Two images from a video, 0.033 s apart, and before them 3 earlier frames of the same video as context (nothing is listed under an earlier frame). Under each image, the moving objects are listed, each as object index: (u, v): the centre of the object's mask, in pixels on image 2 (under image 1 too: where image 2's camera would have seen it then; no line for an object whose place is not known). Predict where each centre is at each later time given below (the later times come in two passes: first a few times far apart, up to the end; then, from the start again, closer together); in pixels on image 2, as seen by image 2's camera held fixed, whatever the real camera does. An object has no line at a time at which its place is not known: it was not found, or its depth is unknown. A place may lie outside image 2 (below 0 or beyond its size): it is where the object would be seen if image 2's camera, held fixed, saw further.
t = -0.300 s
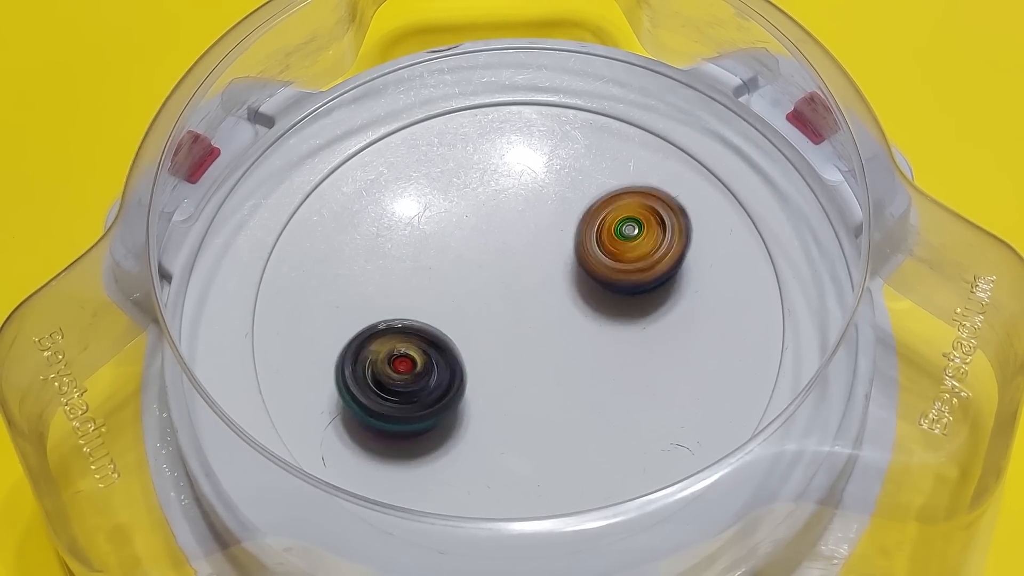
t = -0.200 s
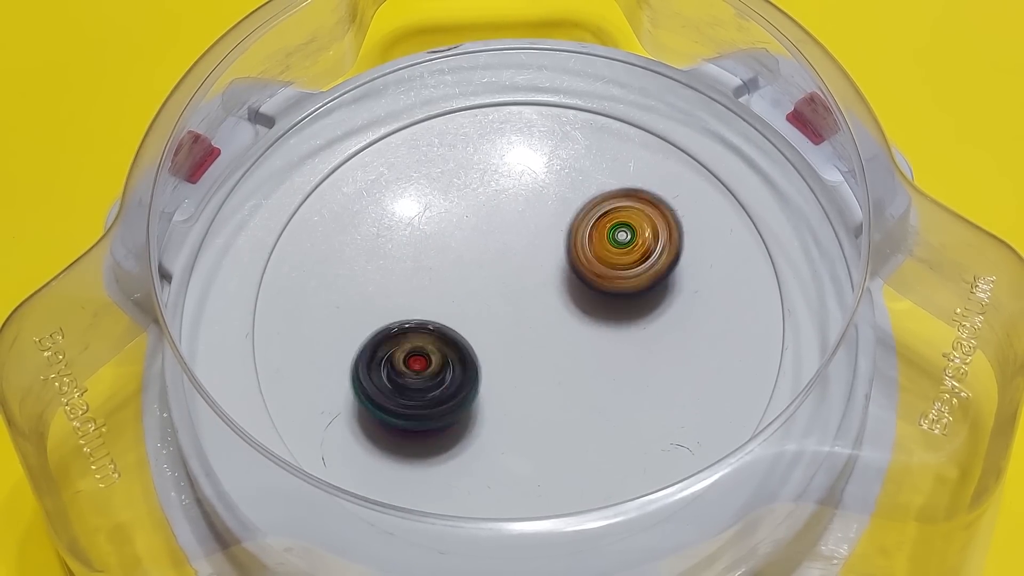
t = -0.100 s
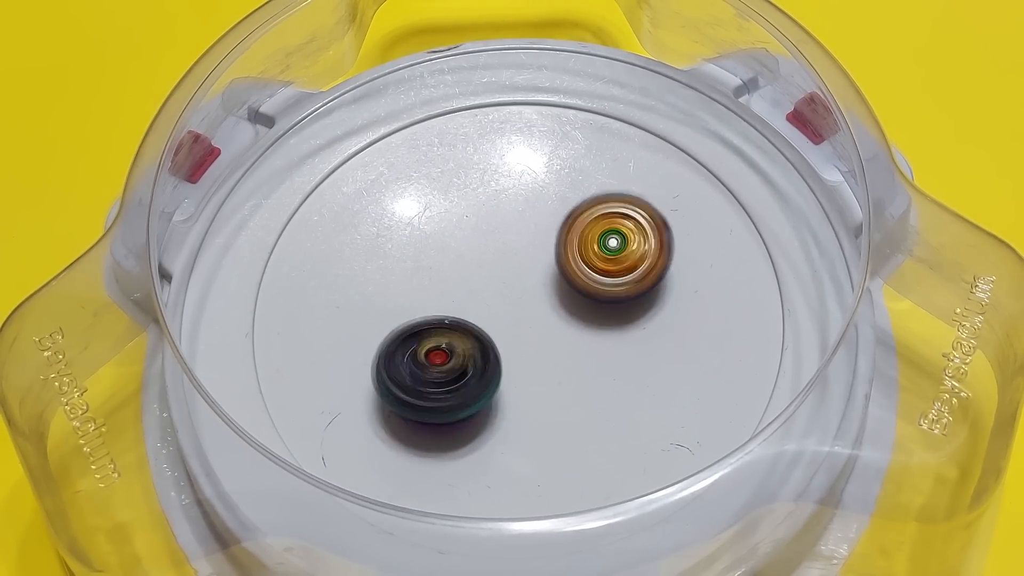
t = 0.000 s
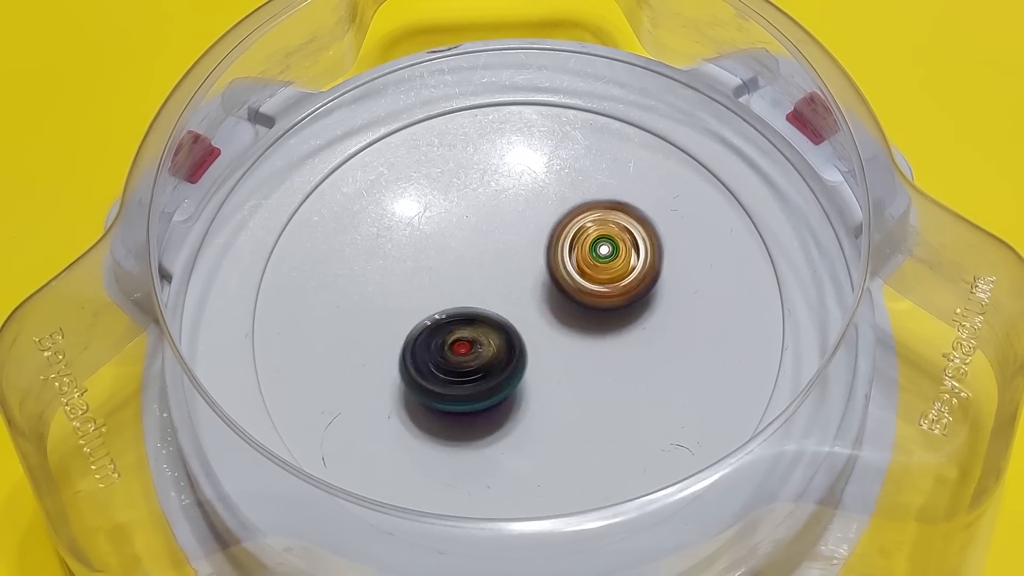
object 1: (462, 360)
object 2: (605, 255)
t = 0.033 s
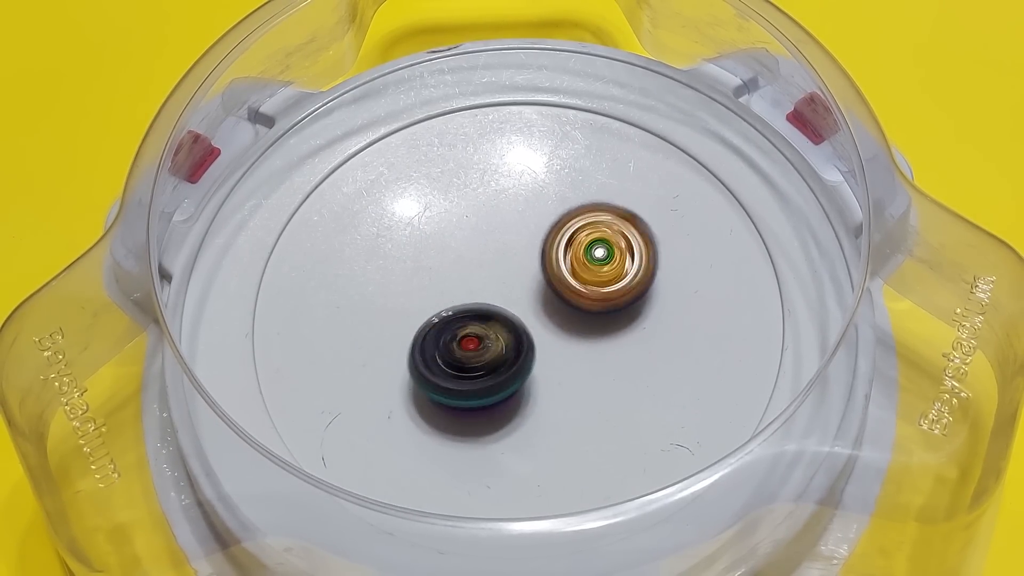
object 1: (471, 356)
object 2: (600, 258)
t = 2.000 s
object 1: (575, 347)
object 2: (459, 306)
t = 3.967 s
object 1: (450, 335)
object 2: (561, 296)
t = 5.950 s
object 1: (450, 335)
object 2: (560, 301)
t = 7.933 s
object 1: (450, 335)
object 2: (559, 301)
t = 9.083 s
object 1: (450, 335)
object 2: (559, 301)
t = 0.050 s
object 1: (476, 354)
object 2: (597, 260)
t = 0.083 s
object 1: (484, 349)
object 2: (590, 266)
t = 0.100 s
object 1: (488, 346)
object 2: (585, 268)
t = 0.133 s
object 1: (492, 348)
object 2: (579, 267)
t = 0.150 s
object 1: (493, 350)
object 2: (577, 266)
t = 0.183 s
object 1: (496, 352)
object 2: (572, 263)
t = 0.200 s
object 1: (498, 352)
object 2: (571, 262)
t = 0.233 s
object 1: (500, 360)
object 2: (568, 255)
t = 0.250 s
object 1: (500, 366)
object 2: (566, 249)
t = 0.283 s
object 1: (503, 373)
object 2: (563, 243)
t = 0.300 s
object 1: (503, 374)
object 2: (561, 242)
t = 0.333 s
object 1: (505, 373)
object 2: (558, 244)
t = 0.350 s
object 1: (507, 373)
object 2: (557, 245)
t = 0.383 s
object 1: (511, 373)
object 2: (556, 248)
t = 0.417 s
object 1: (513, 371)
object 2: (555, 250)
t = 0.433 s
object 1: (515, 370)
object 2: (554, 251)
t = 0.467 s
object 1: (518, 369)
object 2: (552, 254)
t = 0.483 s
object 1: (520, 367)
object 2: (550, 256)
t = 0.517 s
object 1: (523, 368)
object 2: (547, 260)
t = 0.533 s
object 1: (529, 377)
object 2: (543, 254)
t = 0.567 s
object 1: (537, 395)
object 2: (532, 241)
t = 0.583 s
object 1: (540, 400)
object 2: (526, 236)
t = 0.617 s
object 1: (544, 405)
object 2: (520, 230)
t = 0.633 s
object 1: (546, 406)
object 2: (517, 229)
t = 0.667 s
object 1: (546, 407)
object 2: (515, 230)
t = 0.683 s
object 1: (548, 407)
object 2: (514, 232)
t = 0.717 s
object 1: (549, 406)
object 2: (515, 235)
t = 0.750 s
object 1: (550, 404)
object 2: (515, 238)
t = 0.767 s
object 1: (551, 403)
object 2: (516, 239)
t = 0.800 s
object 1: (552, 400)
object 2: (516, 243)
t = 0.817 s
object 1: (553, 398)
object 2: (517, 245)
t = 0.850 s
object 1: (553, 394)
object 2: (517, 250)
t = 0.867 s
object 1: (554, 391)
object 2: (519, 253)
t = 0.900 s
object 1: (553, 387)
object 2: (519, 260)
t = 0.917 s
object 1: (553, 384)
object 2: (520, 264)
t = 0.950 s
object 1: (552, 380)
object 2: (521, 273)
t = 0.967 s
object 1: (556, 380)
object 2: (520, 275)
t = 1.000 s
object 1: (571, 391)
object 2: (509, 268)
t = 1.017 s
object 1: (576, 393)
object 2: (504, 266)
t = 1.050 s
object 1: (583, 394)
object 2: (497, 264)
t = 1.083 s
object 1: (583, 392)
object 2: (495, 266)
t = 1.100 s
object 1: (582, 390)
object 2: (495, 267)
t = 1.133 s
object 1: (581, 388)
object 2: (496, 267)
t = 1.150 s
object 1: (580, 386)
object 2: (497, 268)
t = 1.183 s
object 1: (578, 382)
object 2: (499, 267)
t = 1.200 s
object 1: (577, 379)
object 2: (499, 267)
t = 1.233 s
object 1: (573, 376)
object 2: (499, 267)
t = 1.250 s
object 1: (572, 373)
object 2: (499, 267)
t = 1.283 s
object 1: (568, 369)
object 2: (499, 269)
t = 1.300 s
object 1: (567, 366)
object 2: (500, 269)
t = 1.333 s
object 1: (562, 361)
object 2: (501, 269)
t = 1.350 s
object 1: (560, 358)
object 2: (502, 269)
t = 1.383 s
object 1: (562, 358)
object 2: (497, 261)
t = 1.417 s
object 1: (565, 356)
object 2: (492, 257)
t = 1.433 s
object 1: (564, 353)
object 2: (490, 255)
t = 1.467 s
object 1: (558, 351)
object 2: (487, 253)
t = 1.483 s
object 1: (556, 350)
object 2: (487, 253)
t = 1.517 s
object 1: (550, 347)
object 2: (487, 253)
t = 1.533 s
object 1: (548, 345)
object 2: (488, 252)
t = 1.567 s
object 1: (560, 348)
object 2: (480, 250)
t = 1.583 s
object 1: (564, 352)
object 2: (474, 247)
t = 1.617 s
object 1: (576, 355)
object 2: (464, 245)
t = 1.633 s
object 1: (580, 355)
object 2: (461, 244)
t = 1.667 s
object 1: (582, 355)
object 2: (454, 244)
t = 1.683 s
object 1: (582, 354)
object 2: (452, 247)
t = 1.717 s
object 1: (579, 356)
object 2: (451, 251)
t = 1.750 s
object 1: (580, 357)
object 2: (449, 255)
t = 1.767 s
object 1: (579, 357)
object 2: (449, 257)
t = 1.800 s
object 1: (579, 357)
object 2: (450, 262)
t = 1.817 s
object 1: (578, 356)
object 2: (450, 265)
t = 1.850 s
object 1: (577, 356)
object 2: (451, 271)
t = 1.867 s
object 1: (576, 356)
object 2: (452, 273)
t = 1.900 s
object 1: (573, 353)
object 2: (455, 281)
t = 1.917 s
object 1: (571, 353)
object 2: (457, 285)
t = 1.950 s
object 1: (569, 352)
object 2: (460, 293)
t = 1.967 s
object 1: (569, 351)
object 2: (461, 297)
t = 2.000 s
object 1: (575, 347)
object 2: (459, 306)
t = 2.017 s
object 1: (581, 343)
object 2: (456, 314)
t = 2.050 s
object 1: (590, 336)
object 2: (450, 327)
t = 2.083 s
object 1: (593, 331)
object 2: (446, 341)
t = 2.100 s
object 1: (592, 329)
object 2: (445, 348)
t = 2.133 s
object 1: (592, 328)
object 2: (443, 364)
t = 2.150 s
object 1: (592, 327)
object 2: (442, 370)
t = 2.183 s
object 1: (592, 325)
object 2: (443, 381)
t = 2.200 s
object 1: (592, 324)
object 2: (443, 385)
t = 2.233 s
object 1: (590, 320)
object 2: (444, 396)
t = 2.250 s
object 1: (588, 319)
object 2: (445, 398)
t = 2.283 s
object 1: (584, 316)
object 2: (449, 399)
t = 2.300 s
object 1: (583, 317)
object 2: (454, 400)
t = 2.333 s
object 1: (578, 315)
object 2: (461, 401)
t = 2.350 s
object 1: (576, 314)
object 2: (466, 402)
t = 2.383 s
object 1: (569, 314)
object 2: (474, 402)
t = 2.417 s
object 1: (561, 310)
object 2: (479, 399)
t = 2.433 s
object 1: (557, 307)
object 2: (483, 398)
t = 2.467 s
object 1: (548, 298)
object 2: (490, 399)
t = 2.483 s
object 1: (543, 294)
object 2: (494, 398)
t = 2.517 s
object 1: (531, 288)
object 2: (502, 396)
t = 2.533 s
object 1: (526, 281)
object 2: (504, 394)
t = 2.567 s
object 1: (514, 276)
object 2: (509, 388)
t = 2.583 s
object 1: (508, 271)
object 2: (512, 384)
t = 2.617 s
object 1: (498, 264)
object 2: (517, 376)
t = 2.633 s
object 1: (493, 258)
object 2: (519, 371)
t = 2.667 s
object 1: (486, 251)
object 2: (525, 364)
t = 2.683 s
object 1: (483, 247)
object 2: (528, 361)
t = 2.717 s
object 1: (478, 243)
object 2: (532, 350)
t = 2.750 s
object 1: (474, 238)
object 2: (537, 340)
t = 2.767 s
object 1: (474, 235)
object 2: (540, 335)
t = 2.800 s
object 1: (471, 234)
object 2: (546, 325)
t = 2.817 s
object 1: (471, 233)
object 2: (549, 321)
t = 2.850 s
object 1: (470, 233)
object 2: (554, 311)
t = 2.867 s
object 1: (471, 235)
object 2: (557, 306)
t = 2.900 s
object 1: (472, 235)
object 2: (563, 297)
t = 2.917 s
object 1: (474, 236)
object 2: (567, 294)
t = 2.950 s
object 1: (475, 236)
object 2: (574, 289)
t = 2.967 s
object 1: (475, 238)
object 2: (578, 287)
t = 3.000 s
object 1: (475, 240)
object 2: (584, 284)
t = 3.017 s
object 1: (475, 241)
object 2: (588, 284)
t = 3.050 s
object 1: (475, 245)
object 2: (593, 283)
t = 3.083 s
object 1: (477, 252)
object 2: (597, 282)
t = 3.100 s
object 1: (478, 255)
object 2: (598, 282)
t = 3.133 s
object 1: (480, 264)
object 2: (599, 282)
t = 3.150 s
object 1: (481, 270)
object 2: (599, 282)
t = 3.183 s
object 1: (480, 283)
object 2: (601, 281)
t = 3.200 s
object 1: (478, 288)
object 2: (602, 282)
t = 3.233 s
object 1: (476, 306)
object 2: (603, 282)
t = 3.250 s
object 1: (473, 309)
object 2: (602, 282)
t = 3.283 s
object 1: (468, 323)
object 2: (601, 281)
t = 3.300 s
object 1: (465, 328)
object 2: (600, 281)
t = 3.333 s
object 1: (460, 336)
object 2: (597, 280)
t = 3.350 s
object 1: (456, 339)
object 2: (594, 280)
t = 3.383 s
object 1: (451, 341)
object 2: (590, 280)
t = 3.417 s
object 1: (446, 345)
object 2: (583, 281)
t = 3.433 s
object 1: (445, 347)
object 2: (580, 281)
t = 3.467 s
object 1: (445, 347)
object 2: (574, 285)
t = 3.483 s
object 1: (445, 348)
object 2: (570, 286)
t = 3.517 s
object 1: (447, 348)
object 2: (566, 291)
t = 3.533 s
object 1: (448, 347)
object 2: (564, 294)
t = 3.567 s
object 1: (449, 343)
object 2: (561, 300)
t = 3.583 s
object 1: (449, 341)
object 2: (560, 303)
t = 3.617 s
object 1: (448, 337)
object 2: (561, 308)
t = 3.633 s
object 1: (448, 336)
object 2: (561, 310)
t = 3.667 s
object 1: (449, 335)
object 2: (564, 313)
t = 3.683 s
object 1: (450, 335)
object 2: (565, 313)
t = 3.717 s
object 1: (450, 335)
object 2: (565, 313)
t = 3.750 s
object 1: (450, 335)
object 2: (564, 312)
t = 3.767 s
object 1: (450, 335)
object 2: (564, 312)
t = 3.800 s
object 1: (450, 335)
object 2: (562, 309)
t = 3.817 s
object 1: (450, 335)
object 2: (562, 308)
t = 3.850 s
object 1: (450, 335)
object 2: (561, 305)
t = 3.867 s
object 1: (450, 335)
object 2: (561, 304)
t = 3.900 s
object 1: (450, 335)
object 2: (560, 301)
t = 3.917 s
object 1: (450, 335)
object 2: (560, 299)
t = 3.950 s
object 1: (450, 335)
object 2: (561, 297)
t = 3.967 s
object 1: (450, 335)
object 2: (561, 296)
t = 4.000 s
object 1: (450, 335)
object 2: (561, 294)
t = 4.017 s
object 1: (450, 335)
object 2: (561, 293)
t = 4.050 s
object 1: (450, 335)
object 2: (562, 293)
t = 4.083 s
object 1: (450, 335)
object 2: (562, 293)
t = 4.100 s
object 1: (450, 335)
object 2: (562, 293)
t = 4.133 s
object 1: (450, 335)
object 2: (561, 293)
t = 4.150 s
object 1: (450, 335)
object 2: (561, 294)
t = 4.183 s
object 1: (450, 335)
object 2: (561, 294)
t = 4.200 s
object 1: (450, 335)
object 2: (561, 295)
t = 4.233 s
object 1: (450, 335)
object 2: (561, 295)
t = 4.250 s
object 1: (450, 335)
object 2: (561, 296)
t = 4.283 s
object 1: (450, 335)
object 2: (561, 297)
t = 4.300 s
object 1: (450, 335)
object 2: (561, 297)
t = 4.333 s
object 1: (450, 335)
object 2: (560, 298)
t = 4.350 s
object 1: (450, 335)
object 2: (560, 299)
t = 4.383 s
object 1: (450, 335)
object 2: (560, 301)
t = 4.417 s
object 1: (450, 335)
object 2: (560, 303)
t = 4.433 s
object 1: (450, 335)
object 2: (560, 303)
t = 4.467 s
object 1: (450, 335)
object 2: (560, 303)
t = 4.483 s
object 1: (450, 335)
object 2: (560, 302)
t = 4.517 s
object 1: (450, 335)
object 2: (560, 301)
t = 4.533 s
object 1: (450, 335)
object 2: (560, 300)
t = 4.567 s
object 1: (450, 335)
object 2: (560, 300)
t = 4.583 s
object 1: (450, 335)
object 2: (560, 300)
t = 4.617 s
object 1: (450, 335)
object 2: (560, 301)
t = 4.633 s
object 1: (450, 335)
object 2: (560, 301)
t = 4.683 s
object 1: (450, 335)
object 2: (559, 301)
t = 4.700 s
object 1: (450, 335)
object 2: (559, 301)
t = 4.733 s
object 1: (450, 335)
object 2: (560, 301)
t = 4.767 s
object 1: (450, 335)
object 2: (560, 301)
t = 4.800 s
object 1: (450, 335)
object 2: (559, 301)
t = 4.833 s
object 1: (450, 335)
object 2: (559, 301)
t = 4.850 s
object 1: (450, 335)
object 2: (559, 301)
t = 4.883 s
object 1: (450, 335)
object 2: (559, 301)
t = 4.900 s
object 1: (450, 335)
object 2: (559, 301)
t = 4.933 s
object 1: (450, 335)
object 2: (559, 301)
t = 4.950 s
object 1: (450, 335)
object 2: (559, 301)
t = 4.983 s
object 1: (450, 335)
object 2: (559, 301)
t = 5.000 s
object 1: (450, 335)
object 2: (559, 301)
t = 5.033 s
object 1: (450, 335)
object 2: (559, 301)
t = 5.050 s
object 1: (450, 335)
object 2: (559, 301)
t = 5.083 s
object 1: (450, 335)
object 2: (559, 301)
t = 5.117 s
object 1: (450, 335)
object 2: (559, 301)
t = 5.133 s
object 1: (450, 335)
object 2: (559, 301)
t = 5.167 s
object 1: (450, 335)
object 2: (559, 301)
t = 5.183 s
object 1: (450, 335)
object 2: (559, 301)
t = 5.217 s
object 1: (450, 335)
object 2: (560, 301)
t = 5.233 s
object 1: (450, 335)
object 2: (559, 301)
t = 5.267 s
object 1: (450, 335)
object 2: (559, 301)
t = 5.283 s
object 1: (450, 335)
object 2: (559, 301)
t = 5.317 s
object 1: (450, 335)
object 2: (559, 301)
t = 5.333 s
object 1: (450, 335)
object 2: (559, 301)
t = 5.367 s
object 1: (450, 335)
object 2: (559, 301)
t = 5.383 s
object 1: (450, 335)
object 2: (559, 301)
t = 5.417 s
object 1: (450, 335)
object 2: (559, 301)
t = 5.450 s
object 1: (450, 335)
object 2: (559, 301)
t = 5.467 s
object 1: (450, 335)
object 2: (559, 301)
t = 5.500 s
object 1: (450, 335)
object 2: (559, 301)
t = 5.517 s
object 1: (450, 335)
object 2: (559, 301)
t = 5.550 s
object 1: (450, 335)
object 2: (559, 301)
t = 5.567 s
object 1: (450, 335)
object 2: (559, 301)
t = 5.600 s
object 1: (450, 335)
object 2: (560, 301)
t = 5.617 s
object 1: (450, 335)
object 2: (560, 301)
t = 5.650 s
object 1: (450, 335)
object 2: (559, 301)
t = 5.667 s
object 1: (450, 335)
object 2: (559, 301)
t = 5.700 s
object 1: (450, 335)
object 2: (560, 301)
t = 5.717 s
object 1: (450, 335)
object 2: (559, 301)
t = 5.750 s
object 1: (450, 335)
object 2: (560, 301)
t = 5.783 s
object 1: (450, 335)
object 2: (559, 301)
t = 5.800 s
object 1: (450, 335)
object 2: (559, 301)
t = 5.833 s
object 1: (450, 335)
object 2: (559, 301)
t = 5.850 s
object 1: (450, 335)
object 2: (559, 301)
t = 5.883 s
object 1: (450, 335)
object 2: (560, 301)
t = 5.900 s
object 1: (450, 335)
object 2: (560, 301)
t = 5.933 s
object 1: (450, 335)
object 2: (559, 301)
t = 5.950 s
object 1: (450, 335)
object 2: (560, 301)
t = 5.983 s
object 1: (450, 335)
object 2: (560, 301)
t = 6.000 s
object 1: (450, 335)
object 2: (560, 301)
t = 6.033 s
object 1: (450, 335)
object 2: (559, 301)
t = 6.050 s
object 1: (450, 335)
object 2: (560, 301)
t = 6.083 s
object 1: (450, 335)
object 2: (559, 301)
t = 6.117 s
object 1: (450, 335)
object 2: (559, 301)
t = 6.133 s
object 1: (450, 335)
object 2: (559, 301)
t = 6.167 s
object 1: (450, 335)
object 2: (559, 301)
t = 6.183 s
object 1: (450, 335)
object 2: (559, 301)
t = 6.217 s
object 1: (450, 335)
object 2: (559, 301)
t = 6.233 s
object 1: (450, 335)
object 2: (559, 301)
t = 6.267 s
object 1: (450, 335)
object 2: (560, 301)
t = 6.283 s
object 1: (450, 335)
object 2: (559, 301)
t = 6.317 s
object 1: (450, 335)
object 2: (560, 301)
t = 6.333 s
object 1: (450, 335)
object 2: (560, 301)
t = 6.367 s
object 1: (450, 335)
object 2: (559, 301)
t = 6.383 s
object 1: (450, 335)
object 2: (559, 301)
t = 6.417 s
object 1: (450, 335)
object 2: (559, 301)
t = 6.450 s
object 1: (450, 335)
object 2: (559, 301)
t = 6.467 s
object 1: (450, 335)
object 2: (559, 301)
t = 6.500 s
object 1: (450, 335)
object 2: (559, 301)
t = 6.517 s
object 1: (450, 335)
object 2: (559, 301)
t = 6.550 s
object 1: (450, 335)
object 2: (559, 301)
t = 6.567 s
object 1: (450, 335)
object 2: (559, 301)
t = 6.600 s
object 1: (450, 335)
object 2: (559, 301)
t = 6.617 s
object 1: (450, 335)
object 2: (560, 301)
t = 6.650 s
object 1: (450, 335)
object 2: (559, 301)
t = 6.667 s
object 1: (450, 335)
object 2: (559, 301)
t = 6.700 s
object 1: (450, 335)
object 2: (559, 301)
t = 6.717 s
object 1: (450, 335)
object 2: (559, 301)
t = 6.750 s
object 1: (450, 335)
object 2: (559, 301)
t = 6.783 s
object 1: (450, 335)
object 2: (560, 301)
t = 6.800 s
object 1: (450, 335)
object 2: (560, 301)
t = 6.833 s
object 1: (450, 335)
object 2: (559, 301)
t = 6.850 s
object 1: (450, 335)
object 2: (559, 301)
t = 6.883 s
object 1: (450, 335)
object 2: (559, 301)
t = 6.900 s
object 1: (450, 335)
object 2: (559, 301)
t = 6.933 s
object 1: (450, 335)
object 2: (559, 301)
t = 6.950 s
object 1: (450, 335)
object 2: (559, 301)
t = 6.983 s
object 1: (450, 335)
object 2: (559, 301)
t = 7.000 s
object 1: (450, 335)
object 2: (560, 301)
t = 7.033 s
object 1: (450, 335)
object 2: (559, 301)
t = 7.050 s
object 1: (450, 335)
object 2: (559, 301)
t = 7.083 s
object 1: (450, 335)
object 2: (559, 301)
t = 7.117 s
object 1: (450, 335)
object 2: (559, 301)
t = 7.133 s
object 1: (450, 335)
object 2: (559, 301)
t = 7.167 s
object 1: (450, 335)
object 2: (559, 301)
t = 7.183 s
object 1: (450, 335)
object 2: (560, 301)
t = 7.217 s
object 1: (450, 335)
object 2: (559, 301)
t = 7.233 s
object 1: (450, 335)
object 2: (559, 301)
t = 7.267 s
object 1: (450, 335)
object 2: (559, 301)
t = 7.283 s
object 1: (450, 335)
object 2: (559, 301)
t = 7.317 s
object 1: (450, 335)
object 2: (559, 301)
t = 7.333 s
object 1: (450, 335)
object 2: (559, 301)
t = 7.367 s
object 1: (450, 335)
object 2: (559, 301)
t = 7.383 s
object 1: (450, 335)
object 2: (559, 301)
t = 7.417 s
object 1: (450, 335)
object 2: (559, 301)
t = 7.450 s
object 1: (450, 335)
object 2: (559, 301)
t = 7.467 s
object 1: (450, 335)
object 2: (559, 301)
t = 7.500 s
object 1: (450, 335)
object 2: (559, 301)
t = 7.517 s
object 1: (450, 335)
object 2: (559, 301)
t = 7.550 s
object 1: (450, 335)
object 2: (559, 301)
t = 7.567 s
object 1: (450, 335)
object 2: (559, 301)
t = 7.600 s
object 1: (450, 335)
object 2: (559, 301)
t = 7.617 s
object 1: (450, 335)
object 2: (559, 301)
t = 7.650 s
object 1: (450, 335)
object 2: (559, 301)
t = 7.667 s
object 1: (450, 335)
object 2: (559, 301)
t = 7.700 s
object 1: (450, 335)
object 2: (559, 301)
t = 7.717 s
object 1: (450, 335)
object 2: (559, 301)
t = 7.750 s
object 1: (450, 335)
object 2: (559, 301)
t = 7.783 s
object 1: (450, 335)
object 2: (559, 301)
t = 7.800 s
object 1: (450, 335)
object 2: (559, 301)
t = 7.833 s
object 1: (450, 335)
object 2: (559, 301)
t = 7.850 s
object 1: (450, 335)
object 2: (559, 301)
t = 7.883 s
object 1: (450, 335)
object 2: (559, 301)
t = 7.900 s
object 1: (450, 335)
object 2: (559, 301)
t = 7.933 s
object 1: (450, 335)
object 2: (559, 301)
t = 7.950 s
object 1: (450, 335)
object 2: (559, 301)
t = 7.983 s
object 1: (450, 335)
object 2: (559, 301)
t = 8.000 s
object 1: (450, 335)
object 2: (559, 301)
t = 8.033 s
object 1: (450, 335)
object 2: (560, 301)
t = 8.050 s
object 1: (450, 335)
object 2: (559, 301)
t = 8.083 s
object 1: (450, 335)
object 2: (559, 301)
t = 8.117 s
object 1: (450, 335)
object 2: (559, 301)
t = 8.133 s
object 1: (450, 335)
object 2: (559, 301)
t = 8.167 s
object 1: (450, 335)
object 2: (559, 301)
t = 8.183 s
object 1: (450, 335)
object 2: (560, 301)
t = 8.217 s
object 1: (450, 335)
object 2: (559, 301)
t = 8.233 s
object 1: (450, 335)
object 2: (559, 301)
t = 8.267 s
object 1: (450, 335)
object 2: (559, 301)
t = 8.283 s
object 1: (450, 335)
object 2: (559, 301)
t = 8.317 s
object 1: (450, 335)
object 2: (559, 301)
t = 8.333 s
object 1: (450, 335)
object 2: (559, 301)
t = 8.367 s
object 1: (450, 335)
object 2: (559, 301)
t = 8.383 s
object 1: (450, 335)
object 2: (559, 301)
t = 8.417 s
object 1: (450, 335)
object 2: (560, 301)
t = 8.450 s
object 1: (450, 335)
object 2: (559, 301)
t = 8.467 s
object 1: (450, 335)
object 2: (559, 301)
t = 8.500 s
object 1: (450, 335)
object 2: (559, 301)
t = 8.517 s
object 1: (450, 335)
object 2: (559, 301)
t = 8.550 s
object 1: (450, 335)
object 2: (559, 301)
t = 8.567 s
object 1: (450, 335)
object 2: (560, 301)
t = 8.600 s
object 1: (450, 335)
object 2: (559, 301)
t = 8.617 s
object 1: (450, 335)
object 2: (560, 301)
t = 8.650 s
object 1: (450, 335)
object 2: (559, 301)
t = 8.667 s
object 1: (450, 335)
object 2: (559, 301)
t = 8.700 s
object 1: (450, 335)
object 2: (559, 301)
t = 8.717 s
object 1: (450, 335)
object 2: (560, 301)
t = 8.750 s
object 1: (450, 335)
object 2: (559, 301)
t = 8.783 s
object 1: (450, 335)
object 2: (559, 301)
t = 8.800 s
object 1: (450, 335)
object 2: (560, 301)
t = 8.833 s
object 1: (450, 335)
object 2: (559, 301)
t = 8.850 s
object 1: (450, 335)
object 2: (559, 301)
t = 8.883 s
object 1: (450, 335)
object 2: (560, 301)
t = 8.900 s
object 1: (450, 335)
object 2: (560, 301)
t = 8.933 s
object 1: (450, 335)
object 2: (559, 301)
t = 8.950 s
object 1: (450, 335)
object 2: (560, 301)
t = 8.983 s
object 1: (450, 335)
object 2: (559, 301)
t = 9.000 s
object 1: (450, 335)
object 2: (560, 301)
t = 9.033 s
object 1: (450, 335)
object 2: (559, 301)
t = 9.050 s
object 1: (450, 335)
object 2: (560, 301)
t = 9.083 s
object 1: (450, 335)
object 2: (559, 301)
